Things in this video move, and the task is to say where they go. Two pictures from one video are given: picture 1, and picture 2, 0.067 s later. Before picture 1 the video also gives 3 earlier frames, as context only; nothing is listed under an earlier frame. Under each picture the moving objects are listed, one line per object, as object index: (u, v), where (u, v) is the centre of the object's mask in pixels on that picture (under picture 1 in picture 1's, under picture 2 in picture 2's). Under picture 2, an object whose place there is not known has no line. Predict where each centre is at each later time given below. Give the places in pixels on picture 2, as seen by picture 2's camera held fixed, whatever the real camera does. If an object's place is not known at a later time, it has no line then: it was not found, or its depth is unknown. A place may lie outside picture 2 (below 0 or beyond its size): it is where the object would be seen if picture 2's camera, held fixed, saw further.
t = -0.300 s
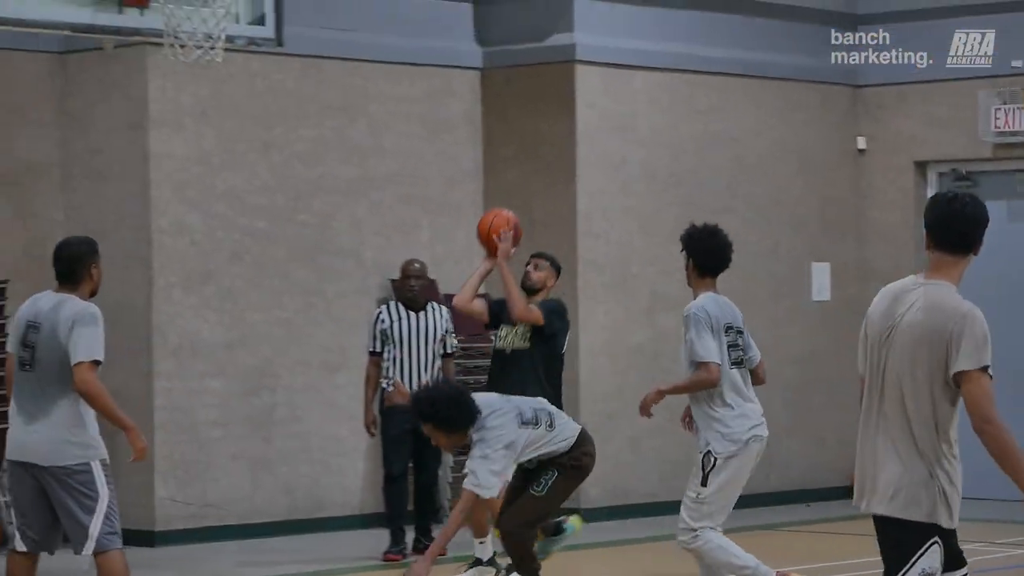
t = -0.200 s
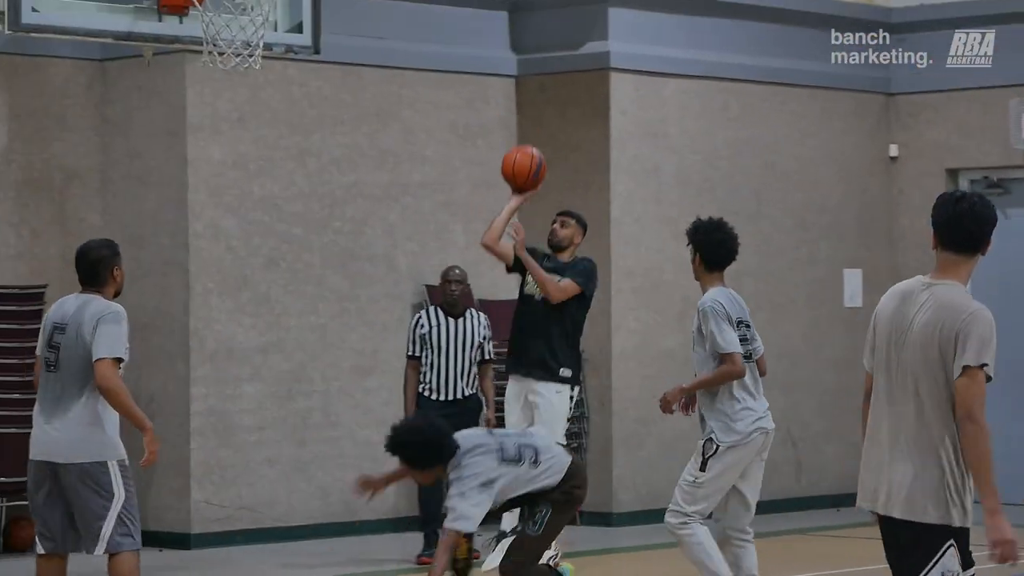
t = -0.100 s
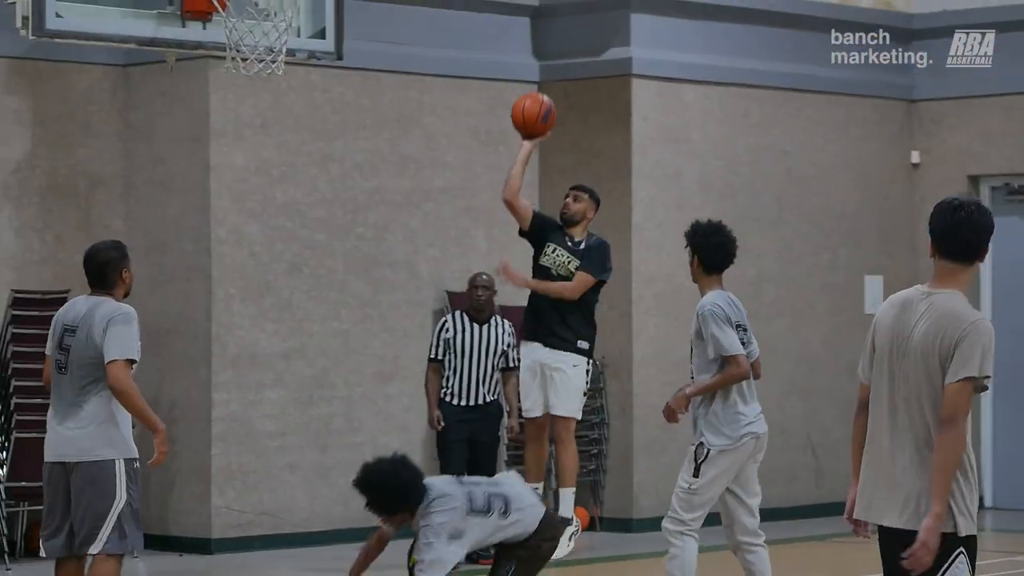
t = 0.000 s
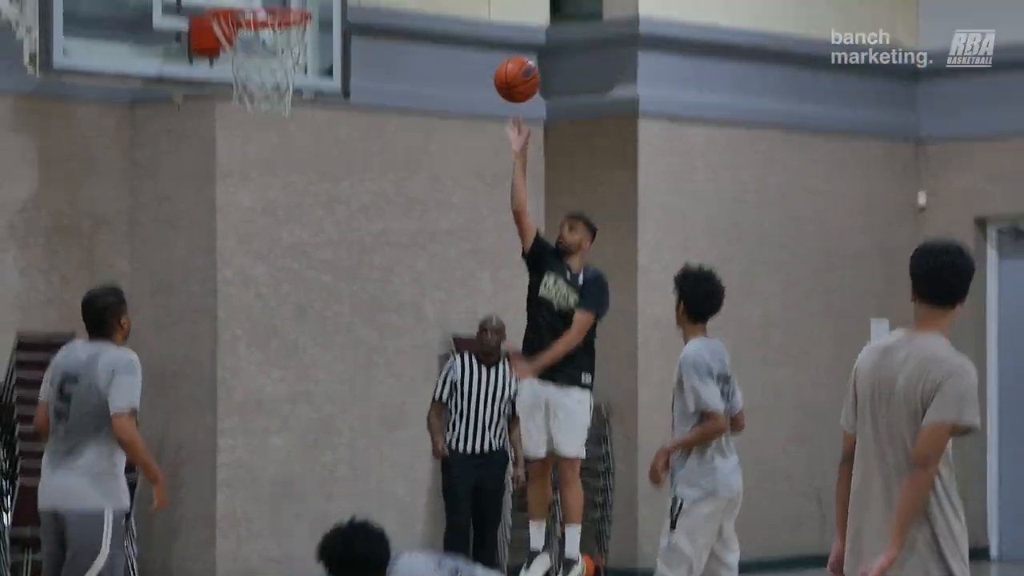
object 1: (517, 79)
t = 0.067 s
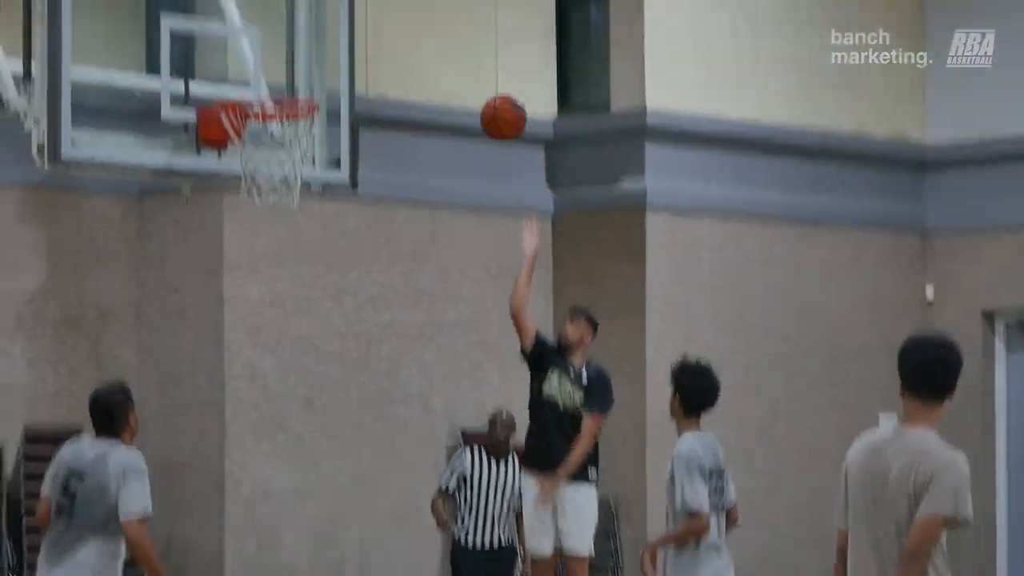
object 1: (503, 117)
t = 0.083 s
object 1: (498, 106)
